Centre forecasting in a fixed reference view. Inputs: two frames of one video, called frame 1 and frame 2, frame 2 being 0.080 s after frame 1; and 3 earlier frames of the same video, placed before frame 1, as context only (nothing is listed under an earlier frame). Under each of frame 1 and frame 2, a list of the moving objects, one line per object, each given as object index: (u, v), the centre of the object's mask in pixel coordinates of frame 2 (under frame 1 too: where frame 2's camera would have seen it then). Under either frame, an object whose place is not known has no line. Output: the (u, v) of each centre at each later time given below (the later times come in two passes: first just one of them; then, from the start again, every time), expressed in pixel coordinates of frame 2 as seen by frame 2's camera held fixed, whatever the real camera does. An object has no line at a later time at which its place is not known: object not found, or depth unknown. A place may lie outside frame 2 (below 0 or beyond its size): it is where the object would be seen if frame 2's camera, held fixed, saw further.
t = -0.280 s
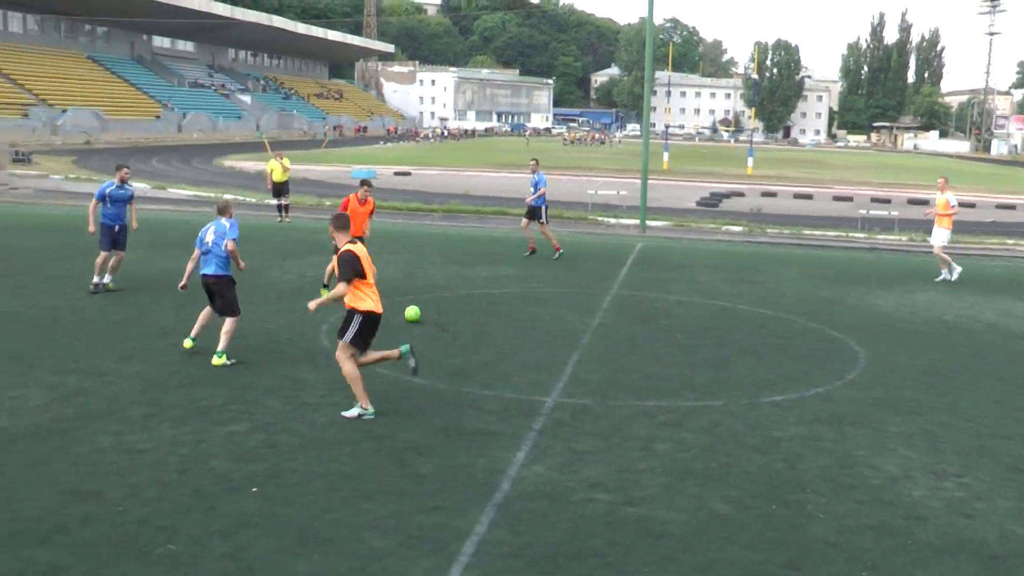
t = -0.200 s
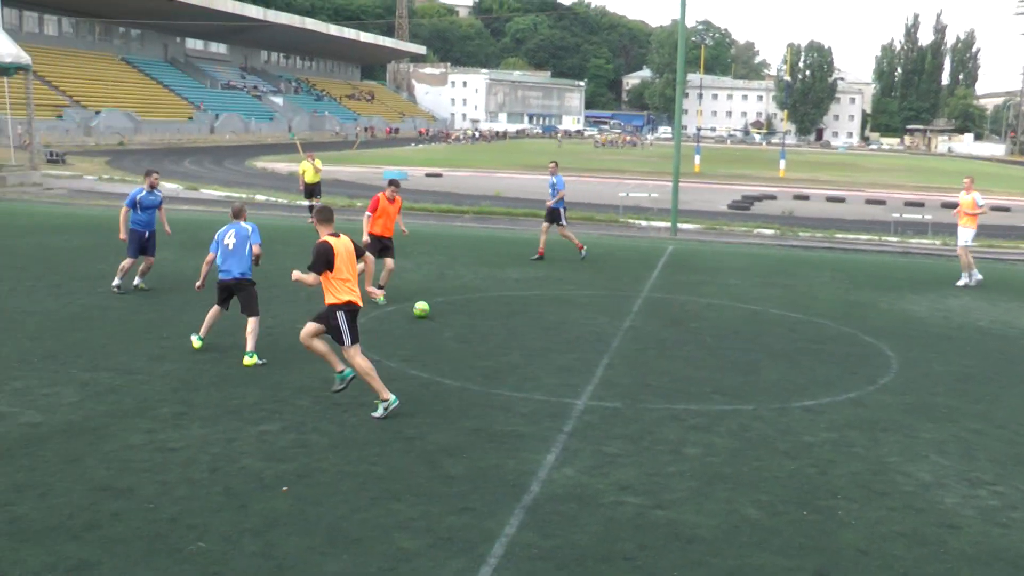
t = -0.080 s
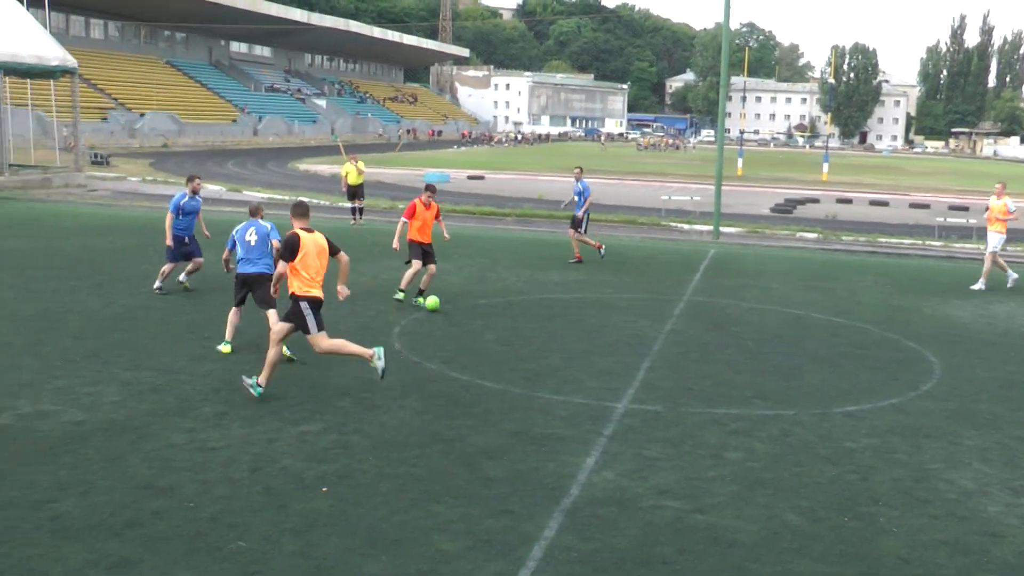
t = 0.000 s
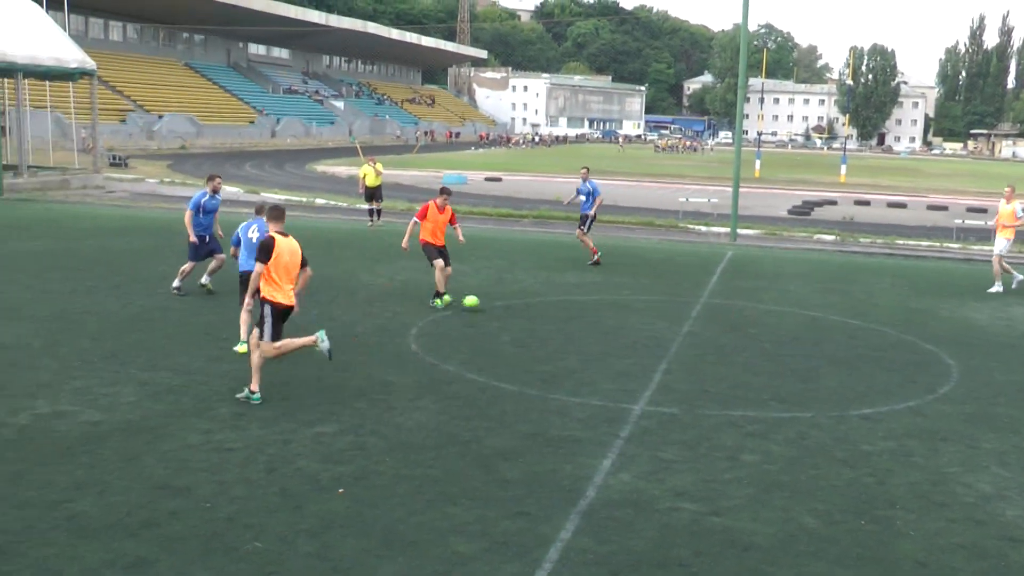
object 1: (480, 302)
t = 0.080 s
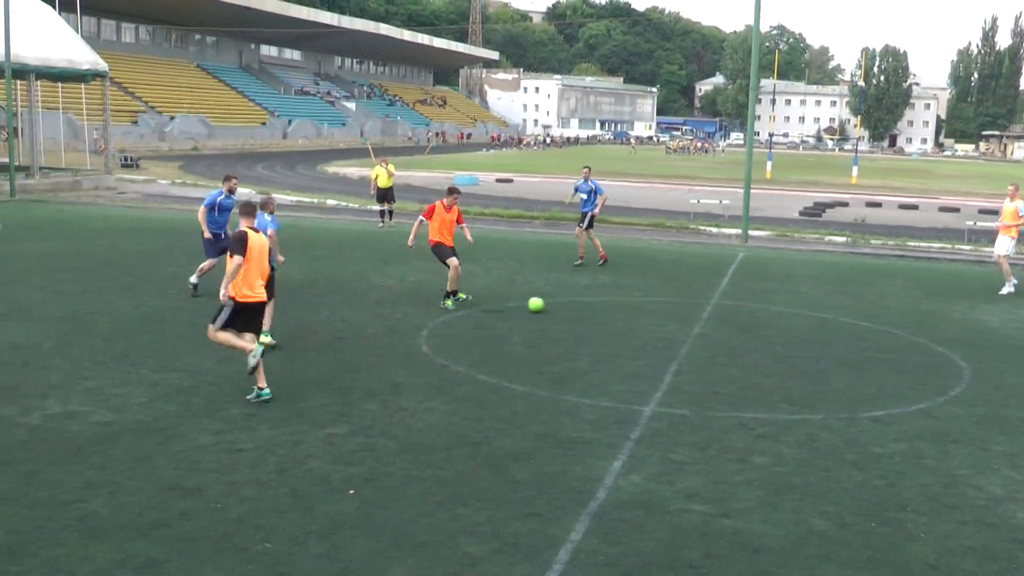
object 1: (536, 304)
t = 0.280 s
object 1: (648, 303)
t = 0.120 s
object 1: (561, 304)
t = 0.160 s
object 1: (585, 304)
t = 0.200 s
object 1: (608, 304)
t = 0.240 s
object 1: (628, 304)
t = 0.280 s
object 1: (648, 303)
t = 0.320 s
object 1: (666, 303)
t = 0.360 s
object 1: (682, 303)
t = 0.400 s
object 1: (699, 303)
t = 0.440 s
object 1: (715, 302)
